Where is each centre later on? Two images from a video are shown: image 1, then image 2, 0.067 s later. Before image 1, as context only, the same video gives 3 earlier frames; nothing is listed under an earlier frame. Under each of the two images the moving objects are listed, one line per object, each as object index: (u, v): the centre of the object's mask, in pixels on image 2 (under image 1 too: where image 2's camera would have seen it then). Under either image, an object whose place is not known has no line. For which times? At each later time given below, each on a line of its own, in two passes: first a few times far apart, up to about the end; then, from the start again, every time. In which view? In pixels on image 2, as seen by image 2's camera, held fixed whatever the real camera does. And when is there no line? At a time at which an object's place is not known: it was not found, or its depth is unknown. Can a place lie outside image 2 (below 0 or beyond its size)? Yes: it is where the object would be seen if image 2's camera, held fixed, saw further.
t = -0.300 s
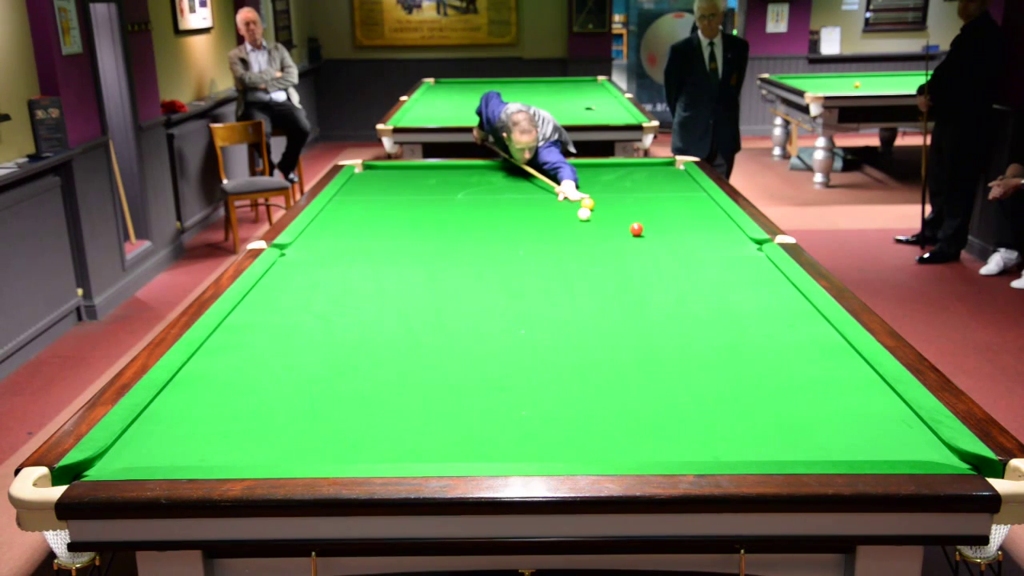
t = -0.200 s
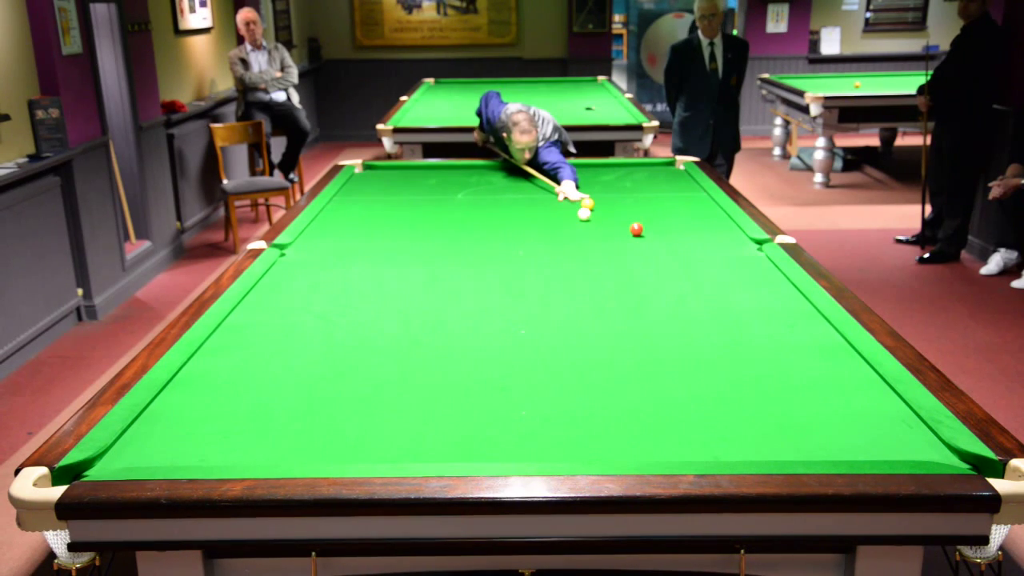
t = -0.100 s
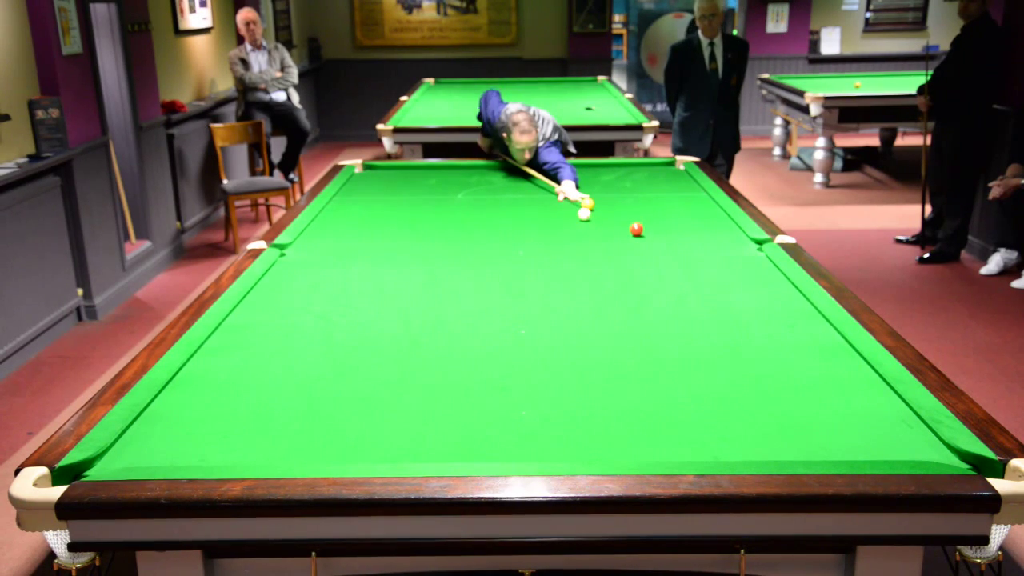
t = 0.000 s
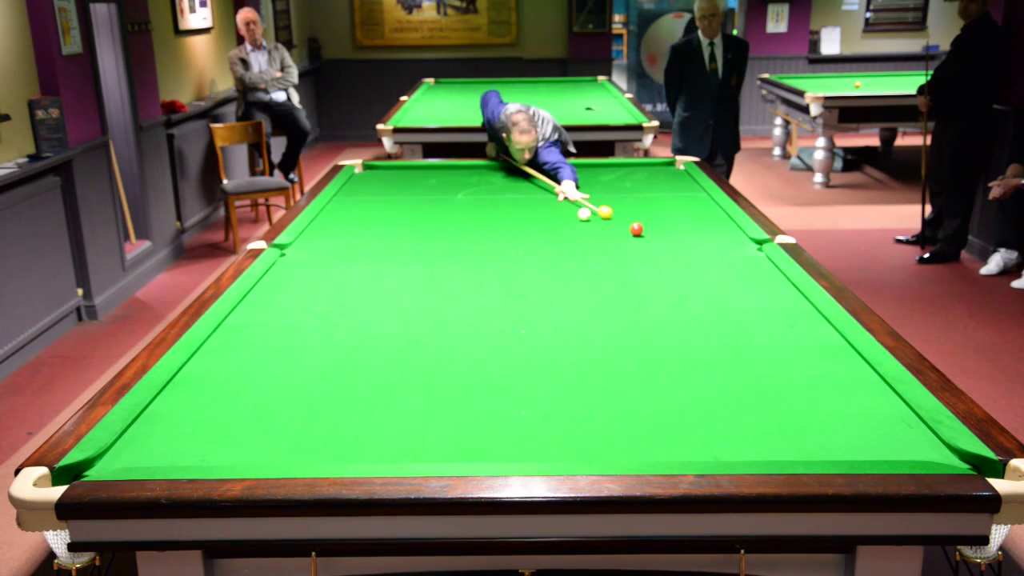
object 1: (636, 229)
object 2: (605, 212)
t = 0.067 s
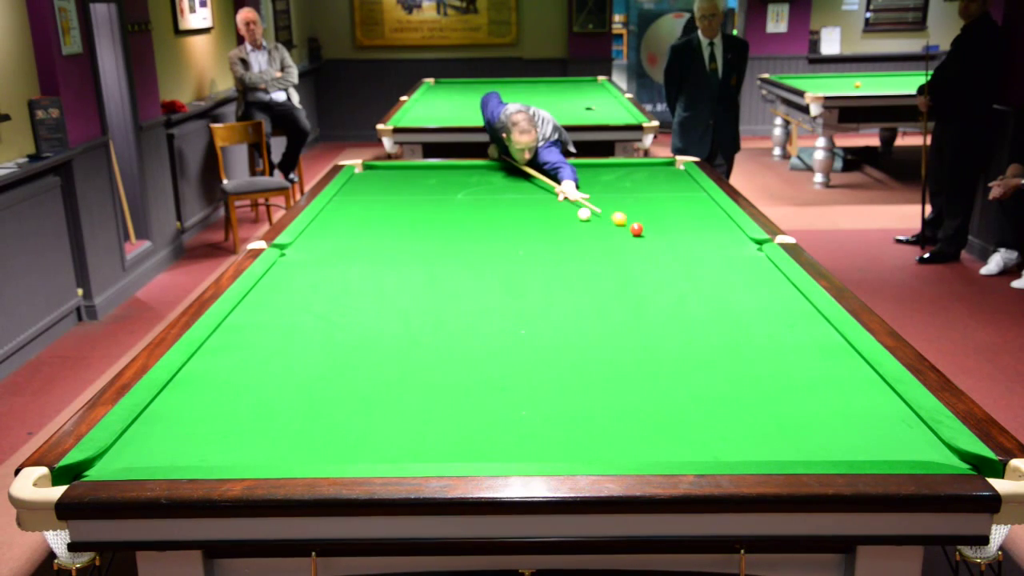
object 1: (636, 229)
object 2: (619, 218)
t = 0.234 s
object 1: (642, 238)
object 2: (648, 226)
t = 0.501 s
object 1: (657, 260)
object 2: (688, 232)
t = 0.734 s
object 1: (671, 281)
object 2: (726, 239)
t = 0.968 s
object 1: (687, 304)
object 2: (759, 244)
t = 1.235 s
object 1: (708, 336)
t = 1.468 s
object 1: (730, 368)
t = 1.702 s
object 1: (755, 406)
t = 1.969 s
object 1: (789, 454)
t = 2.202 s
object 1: (775, 428)
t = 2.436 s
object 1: (764, 405)
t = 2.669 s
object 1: (755, 385)
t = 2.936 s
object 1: (746, 365)
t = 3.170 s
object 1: (739, 351)
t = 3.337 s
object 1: (735, 341)
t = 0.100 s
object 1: (636, 229)
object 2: (625, 221)
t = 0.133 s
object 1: (637, 229)
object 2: (630, 223)
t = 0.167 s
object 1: (638, 231)
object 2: (638, 223)
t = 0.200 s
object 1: (640, 235)
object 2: (643, 225)
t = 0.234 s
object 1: (642, 238)
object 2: (648, 226)
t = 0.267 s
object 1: (644, 241)
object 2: (652, 227)
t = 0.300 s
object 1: (646, 244)
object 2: (657, 227)
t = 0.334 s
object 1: (648, 246)
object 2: (662, 228)
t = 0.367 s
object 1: (650, 249)
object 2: (667, 229)
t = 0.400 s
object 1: (652, 252)
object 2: (673, 230)
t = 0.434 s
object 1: (653, 254)
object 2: (678, 231)
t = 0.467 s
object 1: (655, 257)
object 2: (683, 231)
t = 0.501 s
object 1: (657, 260)
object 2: (688, 232)
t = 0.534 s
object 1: (659, 263)
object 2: (693, 233)
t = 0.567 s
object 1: (661, 266)
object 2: (699, 234)
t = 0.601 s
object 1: (663, 269)
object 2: (704, 235)
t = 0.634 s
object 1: (665, 271)
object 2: (709, 236)
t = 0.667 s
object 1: (667, 275)
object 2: (715, 237)
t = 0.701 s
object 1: (669, 277)
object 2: (720, 238)
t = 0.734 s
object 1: (671, 281)
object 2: (726, 239)
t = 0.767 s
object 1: (674, 284)
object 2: (731, 239)
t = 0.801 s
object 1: (676, 287)
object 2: (736, 240)
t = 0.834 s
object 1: (678, 290)
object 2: (742, 241)
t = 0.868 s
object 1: (680, 294)
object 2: (747, 242)
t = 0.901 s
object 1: (683, 297)
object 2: (753, 243)
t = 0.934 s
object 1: (685, 301)
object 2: (758, 243)
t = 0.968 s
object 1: (687, 304)
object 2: (759, 244)
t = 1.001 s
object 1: (690, 308)
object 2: (758, 243)
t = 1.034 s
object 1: (692, 312)
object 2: (758, 243)
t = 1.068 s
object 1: (695, 316)
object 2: (759, 242)
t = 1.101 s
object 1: (698, 320)
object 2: (760, 242)
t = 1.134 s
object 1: (700, 323)
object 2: (761, 245)
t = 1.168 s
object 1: (703, 327)
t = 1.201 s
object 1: (706, 332)
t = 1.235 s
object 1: (708, 336)
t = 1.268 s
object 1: (711, 340)
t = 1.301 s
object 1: (714, 345)
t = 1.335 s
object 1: (717, 349)
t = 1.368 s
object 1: (720, 354)
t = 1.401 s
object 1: (723, 358)
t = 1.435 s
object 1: (727, 363)
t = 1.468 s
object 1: (730, 368)
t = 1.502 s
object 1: (733, 373)
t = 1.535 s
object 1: (737, 379)
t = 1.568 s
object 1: (740, 384)
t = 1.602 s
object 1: (744, 389)
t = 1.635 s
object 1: (747, 395)
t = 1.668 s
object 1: (751, 400)
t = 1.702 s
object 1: (755, 406)
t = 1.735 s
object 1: (759, 412)
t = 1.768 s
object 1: (763, 419)
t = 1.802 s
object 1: (767, 424)
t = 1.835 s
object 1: (771, 431)
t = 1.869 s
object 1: (776, 438)
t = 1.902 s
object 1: (780, 444)
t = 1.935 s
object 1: (785, 449)
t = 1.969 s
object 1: (789, 454)
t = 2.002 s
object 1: (788, 452)
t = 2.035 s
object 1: (785, 448)
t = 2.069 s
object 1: (783, 444)
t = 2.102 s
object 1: (780, 439)
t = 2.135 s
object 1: (778, 435)
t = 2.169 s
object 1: (777, 432)
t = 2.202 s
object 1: (775, 428)
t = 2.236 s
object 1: (773, 424)
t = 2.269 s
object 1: (772, 421)
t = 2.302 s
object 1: (770, 418)
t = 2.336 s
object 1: (769, 414)
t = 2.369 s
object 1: (767, 411)
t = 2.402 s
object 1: (766, 408)
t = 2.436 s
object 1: (764, 405)
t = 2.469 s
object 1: (763, 402)
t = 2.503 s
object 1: (762, 399)
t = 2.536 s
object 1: (760, 396)
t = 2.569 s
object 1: (759, 393)
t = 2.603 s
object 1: (757, 390)
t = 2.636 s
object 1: (756, 387)
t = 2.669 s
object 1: (755, 385)
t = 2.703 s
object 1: (754, 382)
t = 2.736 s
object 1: (753, 380)
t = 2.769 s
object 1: (752, 377)
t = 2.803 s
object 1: (750, 375)
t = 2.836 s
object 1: (749, 373)
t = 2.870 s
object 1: (748, 370)
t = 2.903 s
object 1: (747, 368)
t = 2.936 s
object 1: (746, 365)
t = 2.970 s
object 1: (745, 363)
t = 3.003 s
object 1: (744, 361)
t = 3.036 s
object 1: (743, 359)
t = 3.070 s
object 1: (742, 357)
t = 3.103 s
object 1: (741, 355)
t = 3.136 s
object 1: (740, 353)
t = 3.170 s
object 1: (739, 351)
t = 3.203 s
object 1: (738, 348)
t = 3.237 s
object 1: (737, 346)
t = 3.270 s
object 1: (736, 345)
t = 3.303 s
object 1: (735, 343)
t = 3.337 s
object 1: (735, 341)
